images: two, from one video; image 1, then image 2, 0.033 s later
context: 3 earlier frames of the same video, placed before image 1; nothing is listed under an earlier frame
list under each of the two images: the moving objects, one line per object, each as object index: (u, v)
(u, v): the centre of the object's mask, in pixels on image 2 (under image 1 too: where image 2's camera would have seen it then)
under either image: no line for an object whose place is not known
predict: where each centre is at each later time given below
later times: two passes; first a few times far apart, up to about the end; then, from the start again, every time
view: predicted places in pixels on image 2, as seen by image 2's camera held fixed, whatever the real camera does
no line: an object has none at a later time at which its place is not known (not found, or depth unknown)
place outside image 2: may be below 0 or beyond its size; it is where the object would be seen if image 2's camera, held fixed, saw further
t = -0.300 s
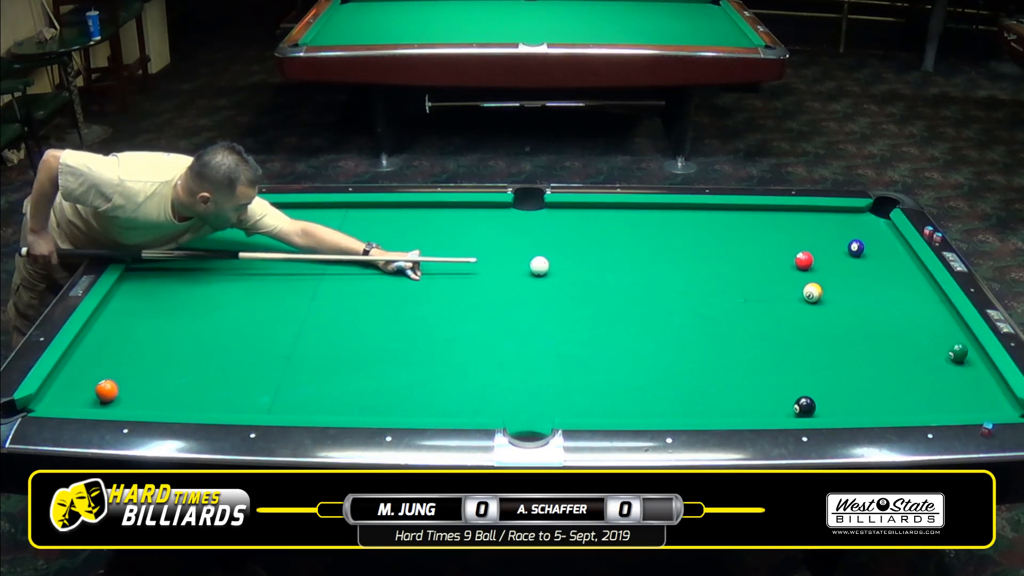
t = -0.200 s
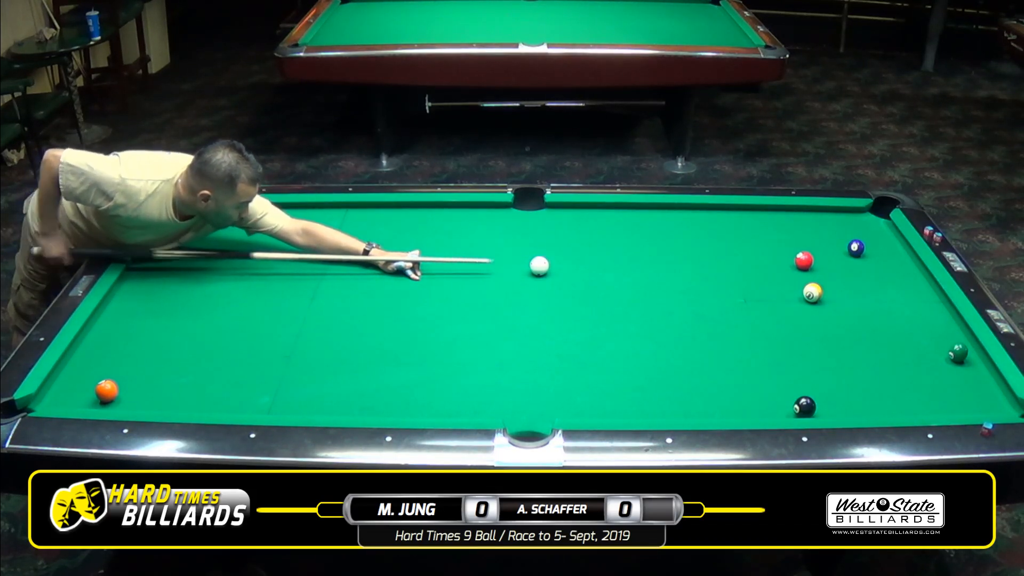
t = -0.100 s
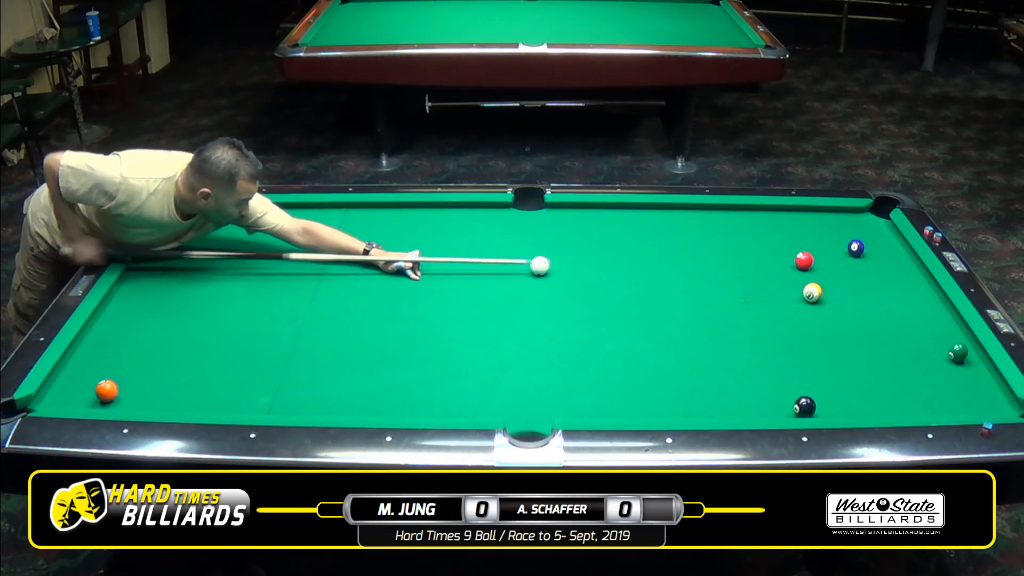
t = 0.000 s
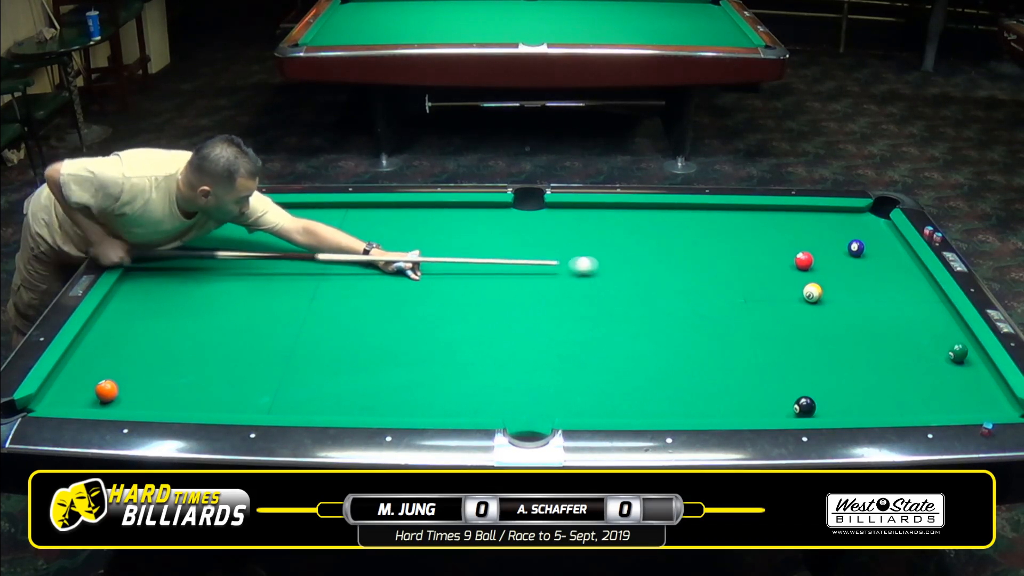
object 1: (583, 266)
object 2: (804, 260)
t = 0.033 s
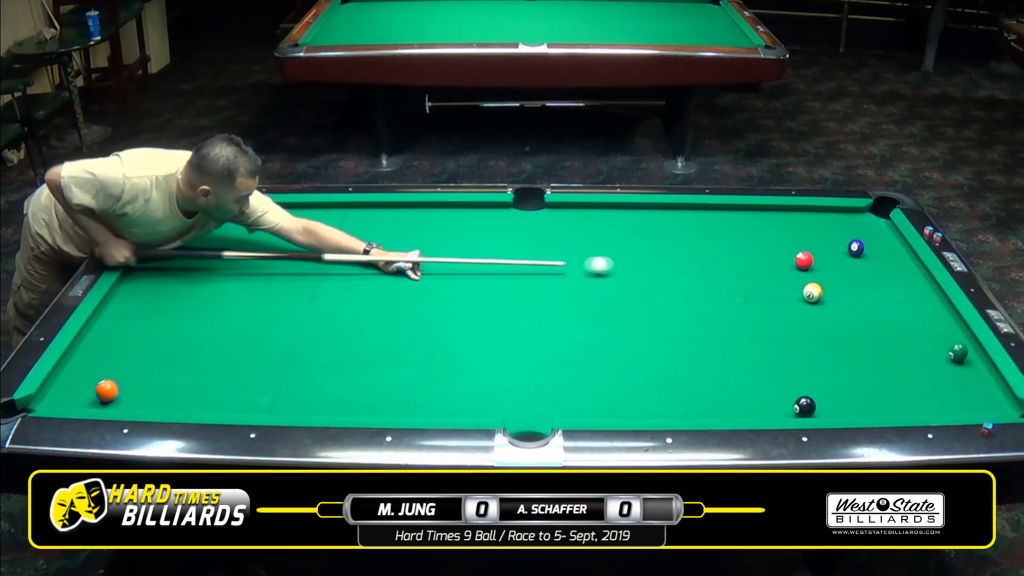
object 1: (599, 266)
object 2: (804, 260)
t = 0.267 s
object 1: (705, 266)
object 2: (804, 260)
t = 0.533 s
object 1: (809, 271)
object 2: (813, 255)
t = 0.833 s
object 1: (893, 294)
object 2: (845, 239)
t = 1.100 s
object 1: (940, 312)
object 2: (871, 227)
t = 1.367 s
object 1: (909, 326)
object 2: (876, 216)
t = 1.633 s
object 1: (877, 340)
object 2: (854, 211)
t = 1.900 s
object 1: (845, 355)
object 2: (841, 215)
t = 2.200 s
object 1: (807, 372)
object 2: (828, 219)
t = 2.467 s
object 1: (773, 387)
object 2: (817, 222)
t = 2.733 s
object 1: (738, 402)
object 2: (807, 225)
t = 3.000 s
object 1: (703, 411)
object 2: (797, 227)
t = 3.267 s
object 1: (678, 405)
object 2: (790, 229)
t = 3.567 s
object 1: (652, 396)
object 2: (782, 231)
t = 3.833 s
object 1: (632, 389)
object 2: (776, 233)
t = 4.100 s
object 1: (615, 382)
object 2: (773, 234)
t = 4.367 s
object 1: (600, 375)
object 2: (769, 235)
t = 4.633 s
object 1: (587, 370)
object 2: (767, 235)
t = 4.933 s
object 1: (575, 365)
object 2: (767, 235)
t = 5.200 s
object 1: (567, 362)
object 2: (767, 235)
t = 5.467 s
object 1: (560, 360)
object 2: (767, 235)
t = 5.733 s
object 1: (555, 358)
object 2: (767, 235)
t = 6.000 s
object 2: (767, 235)
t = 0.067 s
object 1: (614, 266)
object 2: (804, 260)
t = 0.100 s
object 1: (630, 266)
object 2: (804, 260)
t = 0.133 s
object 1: (645, 266)
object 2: (804, 260)
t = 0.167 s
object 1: (660, 266)
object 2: (804, 260)
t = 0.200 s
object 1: (675, 266)
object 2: (804, 260)
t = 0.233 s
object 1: (690, 266)
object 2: (804, 260)
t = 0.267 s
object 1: (705, 266)
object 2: (804, 260)
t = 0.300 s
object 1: (719, 266)
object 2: (804, 260)
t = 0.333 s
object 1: (734, 266)
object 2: (804, 260)
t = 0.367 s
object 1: (748, 266)
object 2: (804, 260)
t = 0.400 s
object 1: (763, 266)
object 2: (804, 260)
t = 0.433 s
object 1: (777, 266)
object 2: (804, 260)
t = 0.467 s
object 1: (789, 266)
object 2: (806, 259)
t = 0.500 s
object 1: (800, 269)
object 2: (809, 256)
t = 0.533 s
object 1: (809, 271)
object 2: (813, 255)
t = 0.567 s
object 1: (819, 274)
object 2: (818, 253)
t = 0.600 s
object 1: (828, 276)
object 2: (821, 251)
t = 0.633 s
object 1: (837, 279)
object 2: (825, 250)
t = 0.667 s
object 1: (846, 281)
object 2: (829, 248)
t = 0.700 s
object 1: (856, 284)
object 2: (832, 246)
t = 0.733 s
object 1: (865, 286)
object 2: (835, 244)
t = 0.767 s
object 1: (875, 289)
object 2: (839, 242)
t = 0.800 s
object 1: (884, 291)
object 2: (842, 241)
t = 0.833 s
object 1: (893, 294)
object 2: (845, 239)
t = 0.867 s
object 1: (903, 296)
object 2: (848, 236)
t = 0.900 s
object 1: (912, 299)
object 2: (852, 234)
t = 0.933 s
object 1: (921, 301)
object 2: (855, 233)
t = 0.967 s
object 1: (930, 304)
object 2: (859, 232)
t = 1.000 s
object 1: (940, 306)
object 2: (862, 231)
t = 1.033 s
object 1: (947, 309)
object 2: (865, 230)
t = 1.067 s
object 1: (944, 310)
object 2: (868, 228)
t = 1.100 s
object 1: (940, 312)
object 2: (871, 227)
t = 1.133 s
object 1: (936, 314)
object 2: (874, 225)
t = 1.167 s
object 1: (932, 315)
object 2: (876, 224)
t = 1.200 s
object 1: (929, 317)
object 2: (879, 222)
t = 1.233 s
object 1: (925, 319)
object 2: (882, 221)
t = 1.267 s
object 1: (921, 321)
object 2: (884, 219)
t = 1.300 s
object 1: (917, 323)
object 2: (882, 218)
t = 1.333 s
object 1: (913, 324)
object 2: (879, 217)
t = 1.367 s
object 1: (909, 326)
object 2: (876, 216)
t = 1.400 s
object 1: (905, 328)
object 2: (873, 215)
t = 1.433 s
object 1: (901, 330)
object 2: (870, 214)
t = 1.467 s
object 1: (897, 332)
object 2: (867, 214)
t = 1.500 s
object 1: (893, 333)
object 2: (864, 213)
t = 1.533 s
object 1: (889, 335)
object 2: (861, 212)
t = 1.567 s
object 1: (885, 337)
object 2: (859, 211)
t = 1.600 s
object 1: (881, 339)
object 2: (856, 210)
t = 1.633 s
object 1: (877, 340)
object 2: (854, 211)
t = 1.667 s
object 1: (873, 342)
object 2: (853, 211)
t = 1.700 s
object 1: (869, 344)
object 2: (851, 212)
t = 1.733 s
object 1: (865, 346)
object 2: (849, 212)
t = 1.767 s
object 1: (861, 348)
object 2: (848, 213)
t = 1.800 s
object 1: (857, 350)
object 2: (846, 213)
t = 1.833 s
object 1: (853, 352)
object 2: (845, 213)
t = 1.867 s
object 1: (849, 353)
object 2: (843, 214)
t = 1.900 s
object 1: (845, 355)
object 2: (841, 215)
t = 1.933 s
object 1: (840, 357)
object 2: (840, 215)
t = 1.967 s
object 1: (836, 359)
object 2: (838, 215)
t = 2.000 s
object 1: (832, 361)
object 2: (837, 216)
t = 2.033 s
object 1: (828, 363)
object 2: (835, 216)
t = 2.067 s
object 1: (824, 364)
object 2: (834, 216)
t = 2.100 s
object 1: (820, 366)
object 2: (833, 217)
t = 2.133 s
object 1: (815, 368)
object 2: (831, 218)
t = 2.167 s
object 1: (811, 370)
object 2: (829, 218)
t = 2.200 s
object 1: (807, 372)
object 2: (828, 219)
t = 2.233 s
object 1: (802, 374)
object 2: (827, 219)
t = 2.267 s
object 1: (798, 375)
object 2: (825, 219)
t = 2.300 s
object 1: (794, 377)
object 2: (824, 220)
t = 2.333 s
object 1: (789, 379)
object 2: (823, 220)
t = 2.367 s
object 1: (785, 381)
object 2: (821, 220)
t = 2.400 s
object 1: (781, 383)
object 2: (820, 221)
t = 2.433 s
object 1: (777, 385)
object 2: (819, 221)
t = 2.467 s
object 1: (773, 387)
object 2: (817, 222)
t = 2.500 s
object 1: (768, 389)
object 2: (816, 222)
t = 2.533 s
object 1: (764, 390)
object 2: (815, 222)
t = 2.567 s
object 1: (759, 392)
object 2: (813, 223)
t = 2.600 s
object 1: (755, 394)
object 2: (812, 223)
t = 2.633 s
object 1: (751, 396)
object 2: (811, 224)
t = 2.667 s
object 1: (746, 398)
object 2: (810, 224)
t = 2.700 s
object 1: (742, 400)
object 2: (808, 224)
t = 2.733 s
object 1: (738, 402)
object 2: (807, 225)
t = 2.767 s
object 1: (733, 404)
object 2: (806, 225)
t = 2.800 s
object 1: (729, 405)
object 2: (805, 225)
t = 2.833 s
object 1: (725, 407)
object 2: (803, 226)
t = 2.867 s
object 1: (720, 408)
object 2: (802, 226)
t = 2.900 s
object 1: (716, 409)
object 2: (801, 226)
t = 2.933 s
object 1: (712, 410)
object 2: (800, 226)
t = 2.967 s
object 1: (707, 411)
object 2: (799, 227)
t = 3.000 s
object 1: (703, 411)
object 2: (797, 227)
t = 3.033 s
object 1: (700, 410)
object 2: (796, 227)
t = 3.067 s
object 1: (697, 409)
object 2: (795, 228)
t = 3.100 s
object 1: (693, 409)
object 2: (794, 228)
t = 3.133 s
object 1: (690, 408)
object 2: (793, 228)
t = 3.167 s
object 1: (687, 408)
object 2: (792, 229)
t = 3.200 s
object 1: (684, 407)
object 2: (791, 229)
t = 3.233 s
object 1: (681, 406)
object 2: (791, 229)
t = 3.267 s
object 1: (678, 405)
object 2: (790, 229)
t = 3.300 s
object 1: (674, 404)
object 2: (789, 229)
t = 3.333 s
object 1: (672, 403)
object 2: (788, 230)
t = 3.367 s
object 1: (669, 402)
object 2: (787, 230)
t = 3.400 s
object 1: (666, 401)
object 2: (786, 230)
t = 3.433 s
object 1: (663, 400)
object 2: (785, 231)
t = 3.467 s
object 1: (660, 399)
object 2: (784, 231)
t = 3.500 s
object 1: (658, 398)
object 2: (783, 231)
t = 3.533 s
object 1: (655, 397)
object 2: (783, 231)
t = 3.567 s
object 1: (652, 396)
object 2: (782, 231)
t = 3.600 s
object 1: (649, 395)
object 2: (781, 232)
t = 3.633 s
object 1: (647, 394)
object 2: (781, 232)
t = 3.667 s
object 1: (644, 393)
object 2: (780, 232)
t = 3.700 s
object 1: (642, 392)
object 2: (779, 232)
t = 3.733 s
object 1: (639, 391)
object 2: (778, 233)
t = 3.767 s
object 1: (637, 390)
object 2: (778, 233)
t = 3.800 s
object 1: (634, 389)
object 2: (777, 233)
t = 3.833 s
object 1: (632, 389)
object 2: (776, 233)
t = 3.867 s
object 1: (630, 388)
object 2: (776, 233)
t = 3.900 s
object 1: (628, 387)
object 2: (775, 234)
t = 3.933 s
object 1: (625, 386)
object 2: (775, 234)
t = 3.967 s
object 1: (623, 385)
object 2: (774, 234)
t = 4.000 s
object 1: (621, 384)
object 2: (774, 234)
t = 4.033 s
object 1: (619, 383)
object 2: (774, 234)
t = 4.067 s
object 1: (617, 382)
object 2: (773, 234)
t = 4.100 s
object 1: (615, 382)
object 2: (773, 234)
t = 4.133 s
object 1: (613, 380)
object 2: (772, 234)
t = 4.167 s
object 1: (611, 380)
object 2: (772, 235)
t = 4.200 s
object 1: (609, 379)
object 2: (771, 235)
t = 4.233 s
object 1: (607, 378)
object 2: (771, 235)
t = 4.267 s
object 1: (605, 378)
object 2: (770, 235)
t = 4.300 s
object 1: (603, 377)
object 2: (770, 235)
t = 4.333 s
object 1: (602, 376)
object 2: (770, 235)
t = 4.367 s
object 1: (600, 375)
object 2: (769, 235)
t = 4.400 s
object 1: (598, 374)
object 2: (769, 235)
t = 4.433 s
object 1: (597, 374)
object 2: (769, 235)
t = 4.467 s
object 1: (595, 373)
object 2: (768, 235)
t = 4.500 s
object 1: (593, 373)
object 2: (768, 235)
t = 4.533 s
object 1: (592, 372)
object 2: (768, 235)
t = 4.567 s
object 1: (590, 371)
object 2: (767, 235)
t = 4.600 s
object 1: (589, 371)
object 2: (767, 235)
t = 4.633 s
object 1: (587, 370)
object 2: (767, 235)
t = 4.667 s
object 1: (586, 370)
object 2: (767, 235)
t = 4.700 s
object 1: (584, 369)
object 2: (767, 235)
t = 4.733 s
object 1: (583, 369)
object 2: (767, 235)
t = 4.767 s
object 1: (582, 368)
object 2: (767, 235)
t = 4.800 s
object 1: (581, 367)
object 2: (767, 235)
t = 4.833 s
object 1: (579, 367)
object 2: (767, 235)
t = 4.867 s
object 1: (578, 366)
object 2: (767, 235)
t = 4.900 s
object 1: (577, 366)
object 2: (767, 235)
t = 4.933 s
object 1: (575, 365)
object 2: (767, 235)
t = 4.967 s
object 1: (574, 365)
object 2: (767, 236)
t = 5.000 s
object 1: (573, 364)
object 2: (767, 236)
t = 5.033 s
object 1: (572, 364)
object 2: (767, 236)
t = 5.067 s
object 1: (571, 364)
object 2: (767, 235)
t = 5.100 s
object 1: (570, 363)
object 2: (767, 235)
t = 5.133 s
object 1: (569, 363)
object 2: (767, 235)
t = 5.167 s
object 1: (568, 362)
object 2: (767, 235)
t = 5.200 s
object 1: (567, 362)
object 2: (767, 235)
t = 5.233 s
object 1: (566, 362)
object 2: (767, 235)
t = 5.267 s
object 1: (565, 361)
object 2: (767, 235)
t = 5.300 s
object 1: (564, 361)
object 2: (767, 235)
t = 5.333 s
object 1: (563, 361)
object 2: (767, 235)
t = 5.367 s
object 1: (563, 360)
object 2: (767, 235)
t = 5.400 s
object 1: (562, 360)
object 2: (767, 235)
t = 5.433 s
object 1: (561, 360)
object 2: (767, 235)
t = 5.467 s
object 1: (560, 360)
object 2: (767, 235)
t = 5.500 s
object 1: (560, 359)
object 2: (767, 235)
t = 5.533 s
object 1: (559, 359)
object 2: (767, 235)
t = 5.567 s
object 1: (558, 359)
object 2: (767, 235)
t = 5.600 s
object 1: (558, 359)
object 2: (767, 235)
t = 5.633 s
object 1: (557, 358)
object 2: (767, 235)
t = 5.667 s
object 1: (557, 358)
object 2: (767, 235)
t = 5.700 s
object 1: (556, 358)
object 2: (767, 235)
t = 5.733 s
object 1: (555, 358)
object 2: (767, 235)
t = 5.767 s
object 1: (555, 358)
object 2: (767, 235)
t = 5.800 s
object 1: (555, 357)
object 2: (767, 235)
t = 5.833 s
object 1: (554, 357)
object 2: (767, 235)
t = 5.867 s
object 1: (554, 357)
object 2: (767, 235)
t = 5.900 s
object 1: (554, 357)
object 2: (767, 235)
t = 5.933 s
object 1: (554, 356)
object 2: (767, 235)
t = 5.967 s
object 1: (553, 356)
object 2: (767, 235)
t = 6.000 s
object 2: (767, 235)
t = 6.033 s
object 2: (767, 235)
